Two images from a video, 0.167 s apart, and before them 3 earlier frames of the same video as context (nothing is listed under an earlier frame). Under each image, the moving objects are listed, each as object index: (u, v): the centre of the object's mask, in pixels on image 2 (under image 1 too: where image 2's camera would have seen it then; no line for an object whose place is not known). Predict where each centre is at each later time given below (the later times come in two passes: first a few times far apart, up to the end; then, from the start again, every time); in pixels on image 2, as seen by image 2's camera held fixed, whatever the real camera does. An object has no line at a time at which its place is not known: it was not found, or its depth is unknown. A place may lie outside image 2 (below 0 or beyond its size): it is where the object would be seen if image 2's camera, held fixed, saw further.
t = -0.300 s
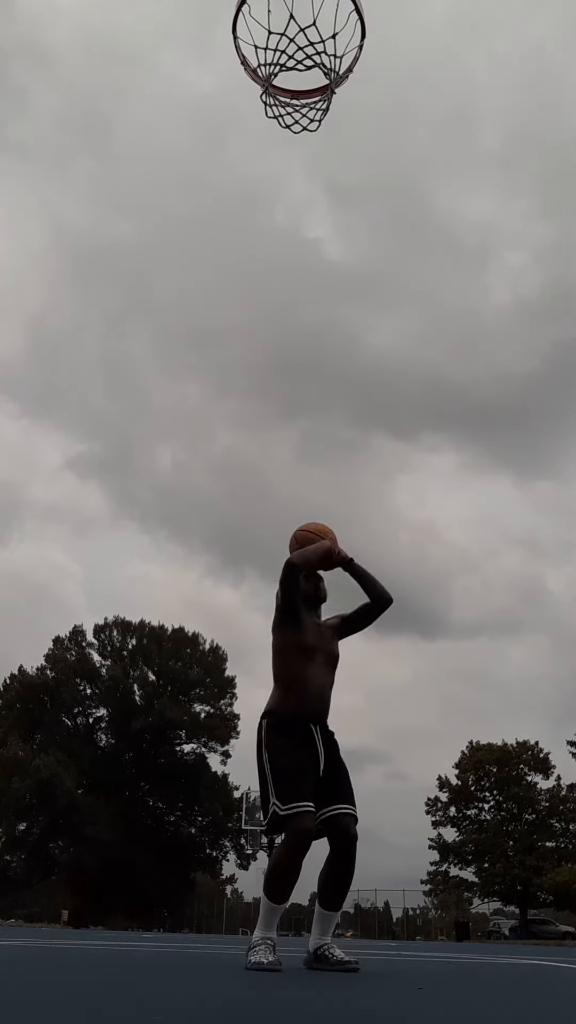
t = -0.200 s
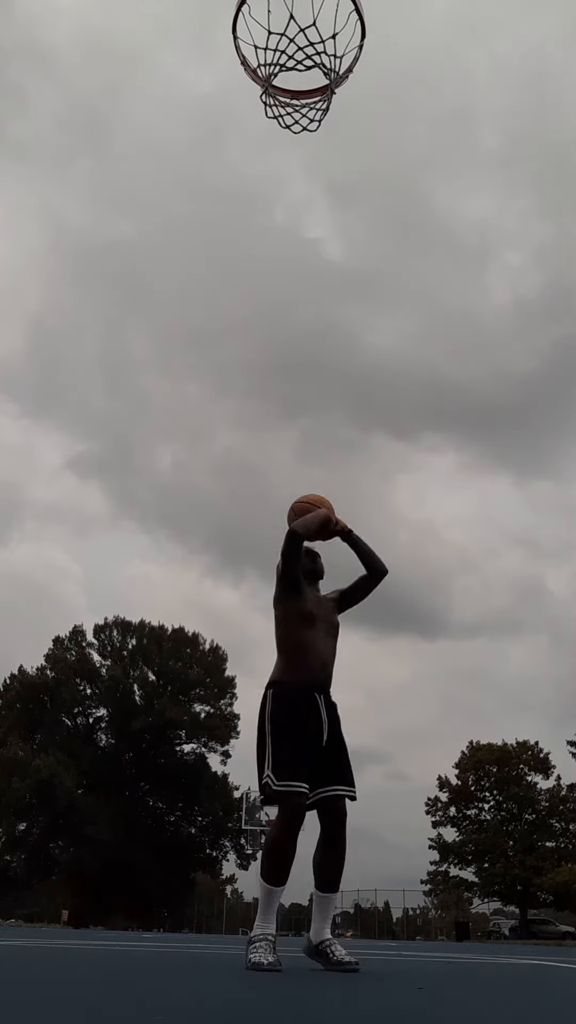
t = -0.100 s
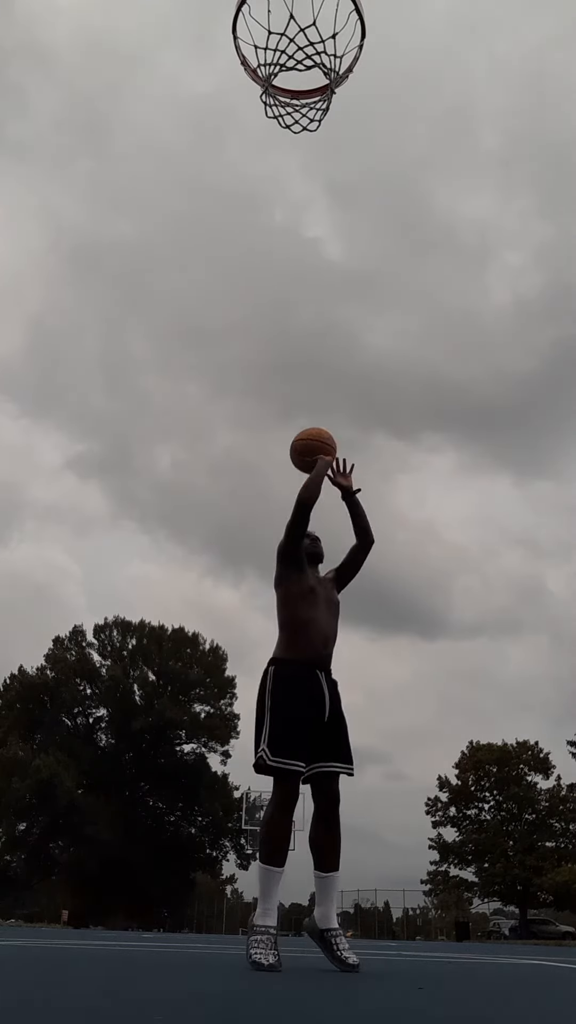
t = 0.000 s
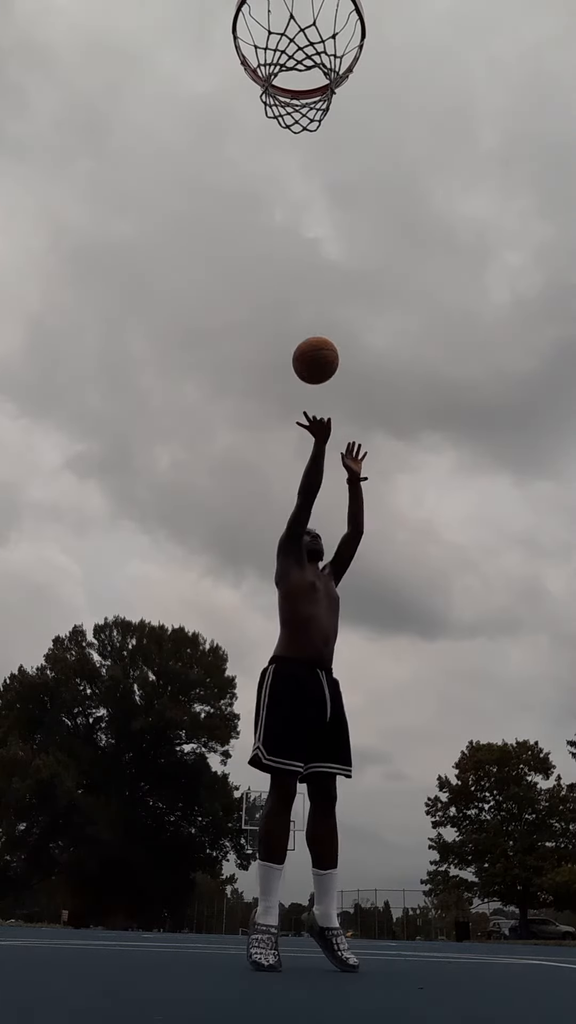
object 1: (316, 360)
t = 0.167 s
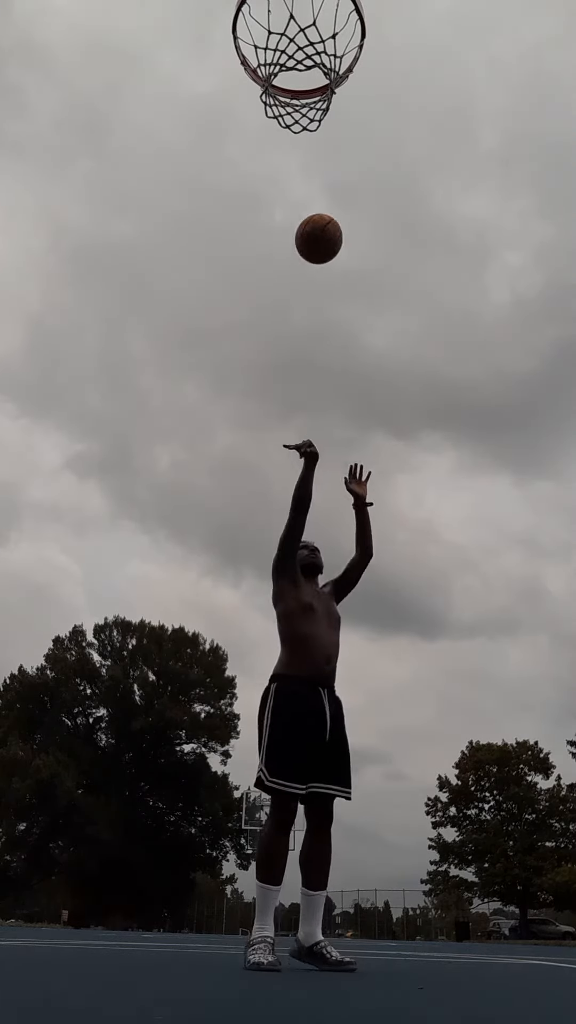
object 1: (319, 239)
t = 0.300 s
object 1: (321, 167)
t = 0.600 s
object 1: (329, 74)
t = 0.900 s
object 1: (330, 23)
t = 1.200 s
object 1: (296, 34)
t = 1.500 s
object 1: (269, 65)
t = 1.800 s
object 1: (341, 176)
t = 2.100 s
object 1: (434, 542)
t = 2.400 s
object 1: (505, 623)
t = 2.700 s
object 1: (516, 396)
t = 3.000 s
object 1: (551, 447)
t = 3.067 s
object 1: (559, 495)
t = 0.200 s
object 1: (319, 219)
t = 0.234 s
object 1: (320, 200)
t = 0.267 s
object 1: (321, 183)
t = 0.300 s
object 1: (321, 167)
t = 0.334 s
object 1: (322, 153)
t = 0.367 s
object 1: (323, 140)
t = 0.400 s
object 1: (324, 129)
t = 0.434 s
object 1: (324, 118)
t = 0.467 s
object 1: (325, 106)
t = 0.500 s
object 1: (326, 97)
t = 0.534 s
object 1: (327, 89)
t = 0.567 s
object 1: (328, 82)
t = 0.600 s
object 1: (329, 74)
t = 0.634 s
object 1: (330, 70)
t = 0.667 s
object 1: (330, 68)
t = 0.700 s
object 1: (330, 56)
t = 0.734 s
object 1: (331, 47)
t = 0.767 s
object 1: (331, 36)
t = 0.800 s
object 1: (331, 30)
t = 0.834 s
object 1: (331, 26)
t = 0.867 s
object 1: (331, 24)
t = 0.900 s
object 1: (330, 23)
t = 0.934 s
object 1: (330, 22)
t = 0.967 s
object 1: (330, 22)
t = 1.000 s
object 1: (331, 23)
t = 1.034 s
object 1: (331, 25)
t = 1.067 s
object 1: (332, 27)
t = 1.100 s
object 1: (330, 29)
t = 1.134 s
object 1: (319, 30)
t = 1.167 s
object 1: (307, 31)
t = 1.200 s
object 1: (296, 34)
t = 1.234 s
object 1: (283, 36)
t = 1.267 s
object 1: (270, 43)
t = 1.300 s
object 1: (261, 48)
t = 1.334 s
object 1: (258, 50)
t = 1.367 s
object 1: (258, 50)
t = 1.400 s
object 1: (260, 51)
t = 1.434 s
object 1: (261, 54)
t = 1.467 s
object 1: (264, 59)
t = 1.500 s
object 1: (269, 65)
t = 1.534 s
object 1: (275, 72)
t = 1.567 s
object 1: (284, 81)
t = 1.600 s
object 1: (294, 91)
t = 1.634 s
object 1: (303, 100)
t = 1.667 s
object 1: (310, 110)
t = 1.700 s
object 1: (318, 123)
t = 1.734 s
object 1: (326, 138)
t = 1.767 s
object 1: (333, 156)
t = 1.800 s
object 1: (341, 176)
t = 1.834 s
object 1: (349, 199)
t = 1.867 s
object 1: (358, 225)
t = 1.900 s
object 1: (367, 255)
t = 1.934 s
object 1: (376, 289)
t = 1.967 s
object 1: (386, 328)
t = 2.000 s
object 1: (396, 371)
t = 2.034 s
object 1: (407, 420)
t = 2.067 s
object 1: (420, 477)
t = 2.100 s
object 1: (434, 542)
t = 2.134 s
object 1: (450, 617)
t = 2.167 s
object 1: (468, 705)
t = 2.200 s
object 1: (489, 810)
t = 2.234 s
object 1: (513, 933)
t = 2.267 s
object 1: (515, 895)
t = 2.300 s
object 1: (512, 810)
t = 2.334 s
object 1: (509, 738)
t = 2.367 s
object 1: (506, 676)
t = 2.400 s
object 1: (505, 623)
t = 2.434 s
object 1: (504, 577)
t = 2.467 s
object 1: (503, 538)
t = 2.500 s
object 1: (504, 505)
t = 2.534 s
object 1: (505, 477)
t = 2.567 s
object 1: (506, 453)
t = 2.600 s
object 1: (508, 434)
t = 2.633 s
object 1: (511, 418)
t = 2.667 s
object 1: (513, 405)
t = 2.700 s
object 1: (516, 396)
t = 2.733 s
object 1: (520, 389)
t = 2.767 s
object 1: (524, 386)
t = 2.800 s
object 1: (528, 386)
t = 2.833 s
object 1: (533, 388)
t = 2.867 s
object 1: (537, 394)
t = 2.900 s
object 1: (541, 402)
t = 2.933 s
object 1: (544, 414)
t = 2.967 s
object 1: (548, 429)
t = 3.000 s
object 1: (551, 447)
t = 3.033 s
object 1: (555, 469)
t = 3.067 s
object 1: (559, 495)
